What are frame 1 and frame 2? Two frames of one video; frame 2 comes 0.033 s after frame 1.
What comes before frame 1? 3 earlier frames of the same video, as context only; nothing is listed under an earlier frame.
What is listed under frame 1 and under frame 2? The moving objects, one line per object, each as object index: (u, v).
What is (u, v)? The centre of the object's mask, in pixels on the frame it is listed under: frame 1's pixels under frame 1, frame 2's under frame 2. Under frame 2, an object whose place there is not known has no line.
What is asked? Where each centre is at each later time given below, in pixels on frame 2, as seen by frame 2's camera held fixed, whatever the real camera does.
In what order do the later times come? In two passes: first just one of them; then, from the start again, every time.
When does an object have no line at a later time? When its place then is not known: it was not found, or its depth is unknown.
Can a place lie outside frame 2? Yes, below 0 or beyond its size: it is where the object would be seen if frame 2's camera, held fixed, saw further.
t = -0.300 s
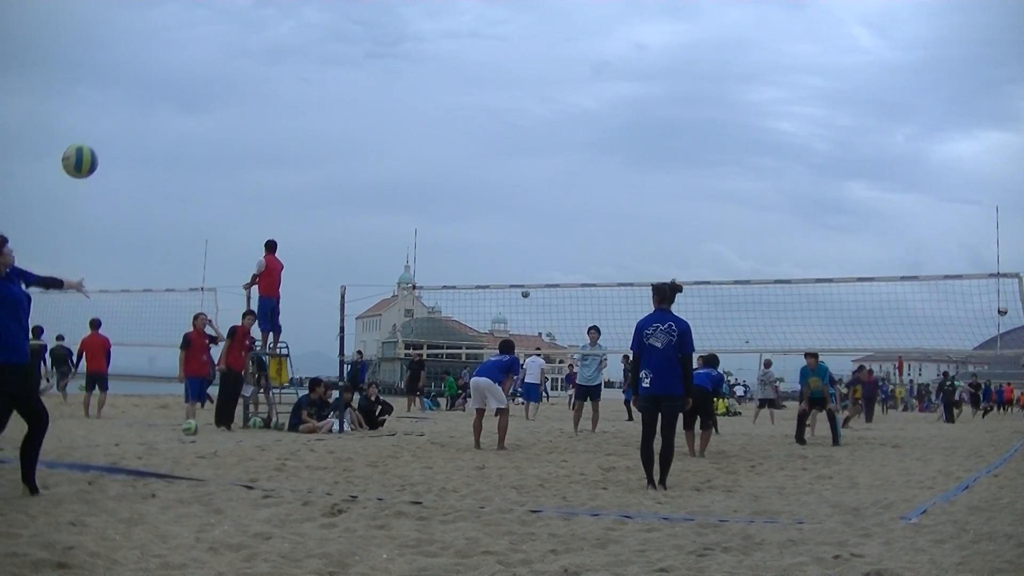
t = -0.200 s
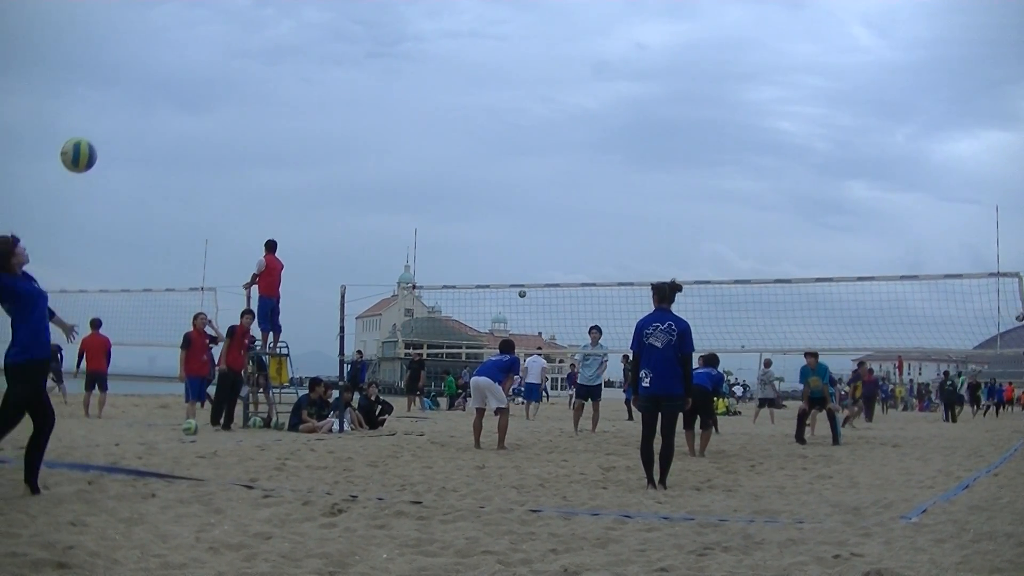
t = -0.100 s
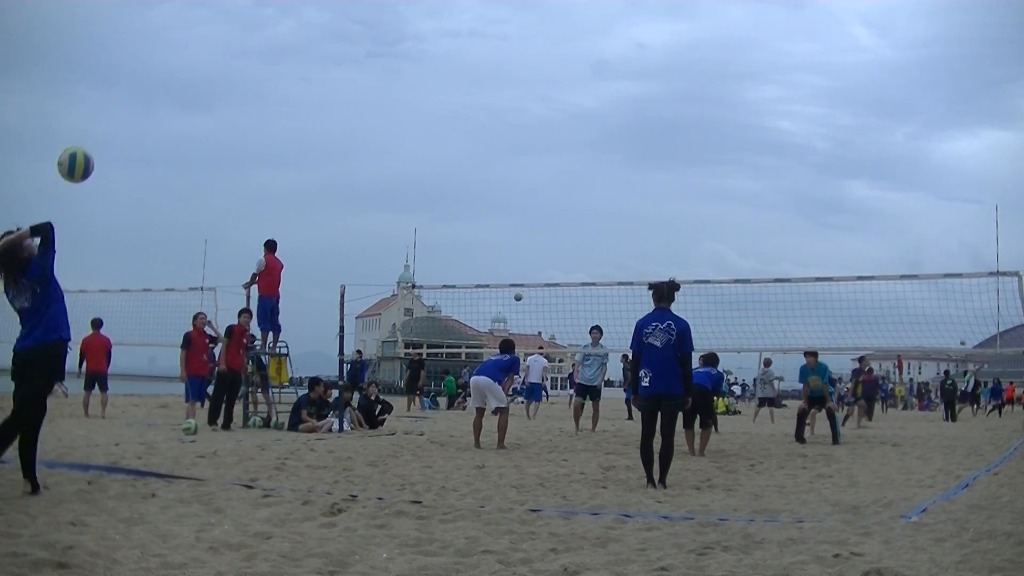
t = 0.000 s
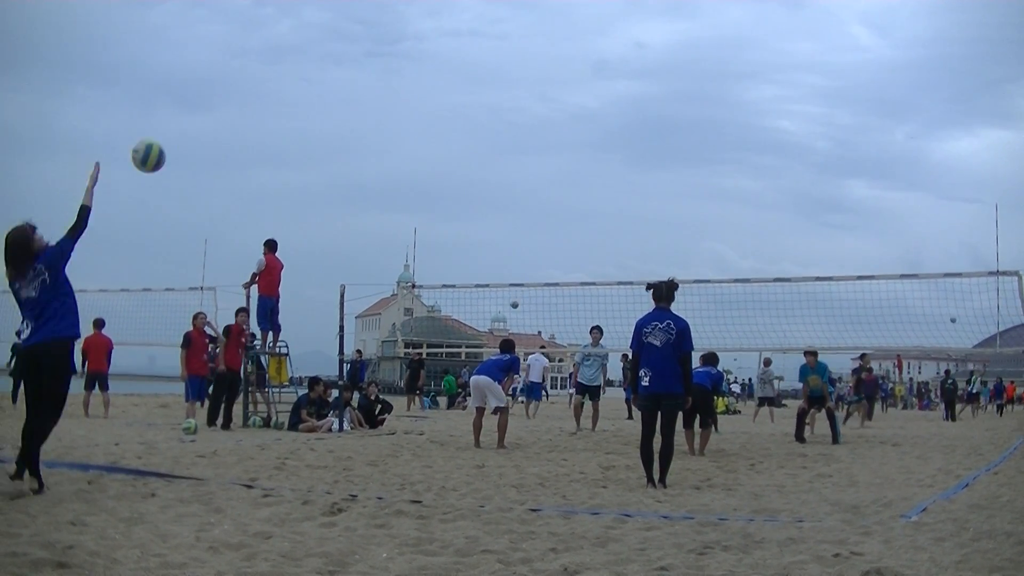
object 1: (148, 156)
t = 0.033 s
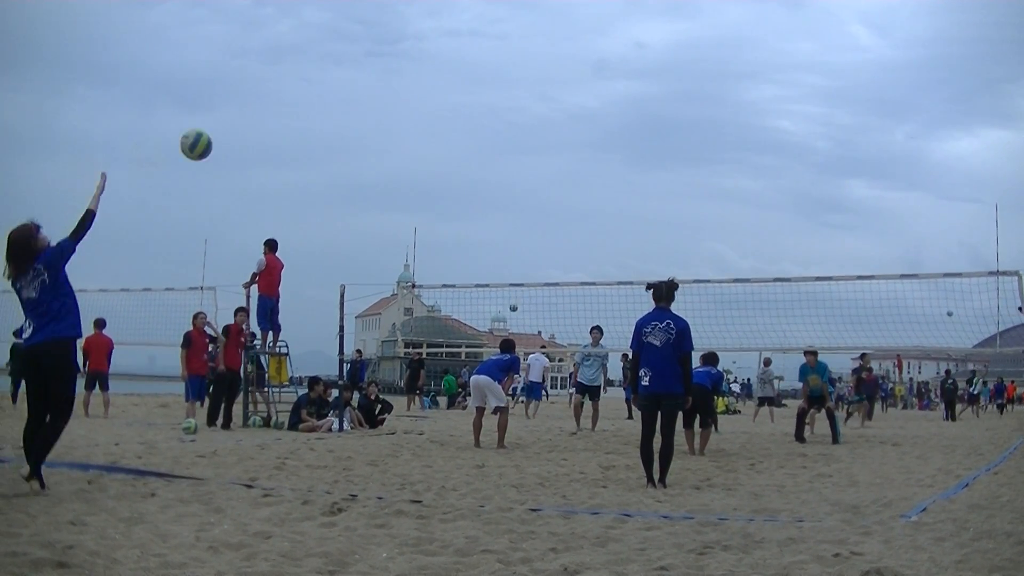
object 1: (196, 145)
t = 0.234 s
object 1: (400, 119)
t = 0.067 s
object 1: (237, 139)
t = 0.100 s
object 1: (276, 132)
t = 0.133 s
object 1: (310, 127)
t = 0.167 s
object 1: (342, 123)
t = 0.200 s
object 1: (372, 120)
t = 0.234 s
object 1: (400, 119)
